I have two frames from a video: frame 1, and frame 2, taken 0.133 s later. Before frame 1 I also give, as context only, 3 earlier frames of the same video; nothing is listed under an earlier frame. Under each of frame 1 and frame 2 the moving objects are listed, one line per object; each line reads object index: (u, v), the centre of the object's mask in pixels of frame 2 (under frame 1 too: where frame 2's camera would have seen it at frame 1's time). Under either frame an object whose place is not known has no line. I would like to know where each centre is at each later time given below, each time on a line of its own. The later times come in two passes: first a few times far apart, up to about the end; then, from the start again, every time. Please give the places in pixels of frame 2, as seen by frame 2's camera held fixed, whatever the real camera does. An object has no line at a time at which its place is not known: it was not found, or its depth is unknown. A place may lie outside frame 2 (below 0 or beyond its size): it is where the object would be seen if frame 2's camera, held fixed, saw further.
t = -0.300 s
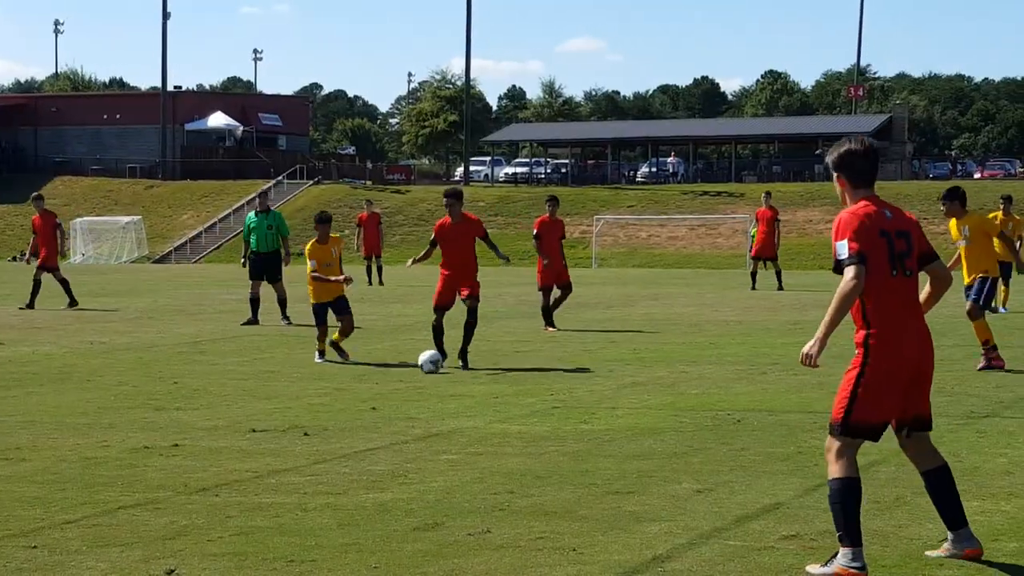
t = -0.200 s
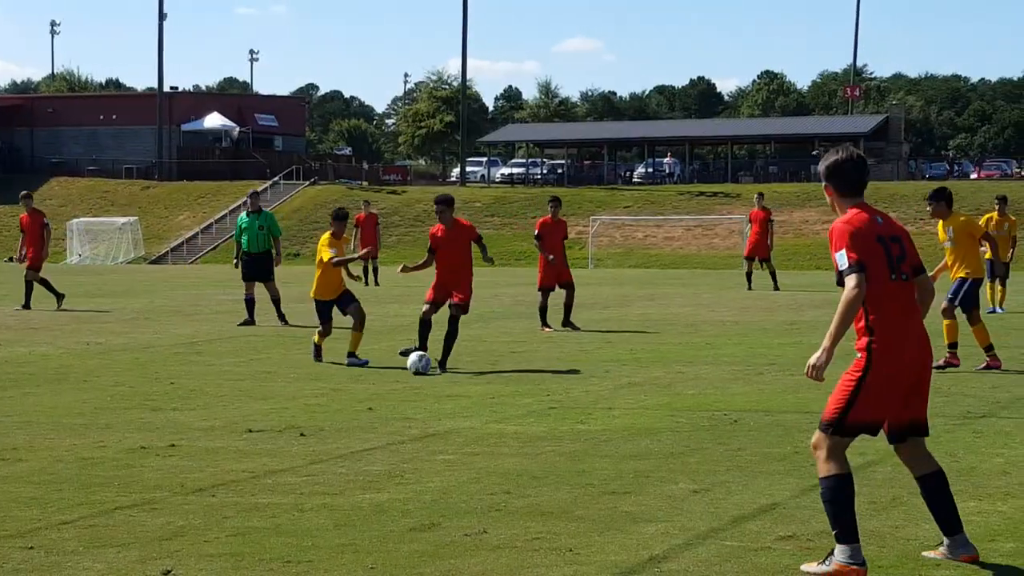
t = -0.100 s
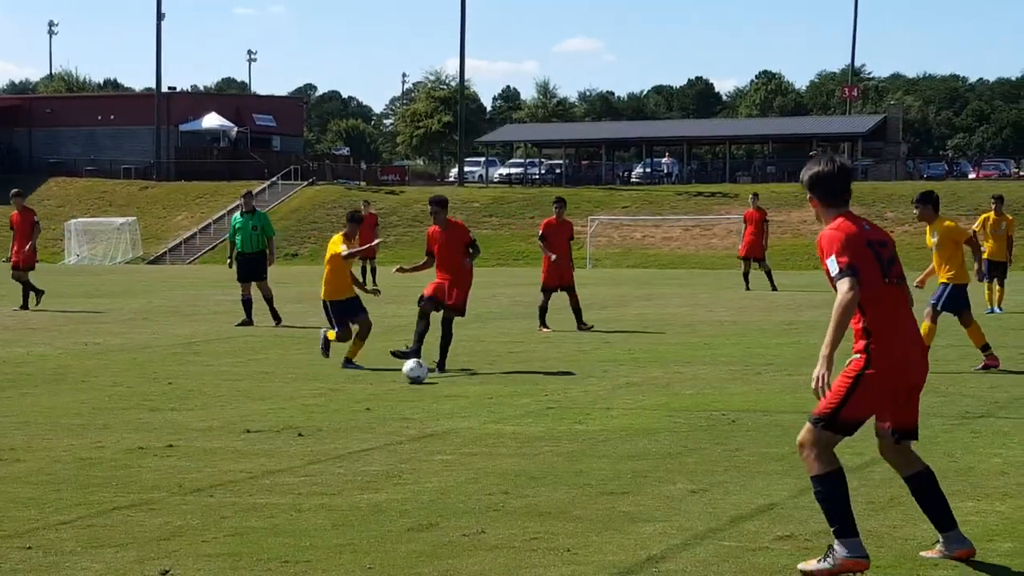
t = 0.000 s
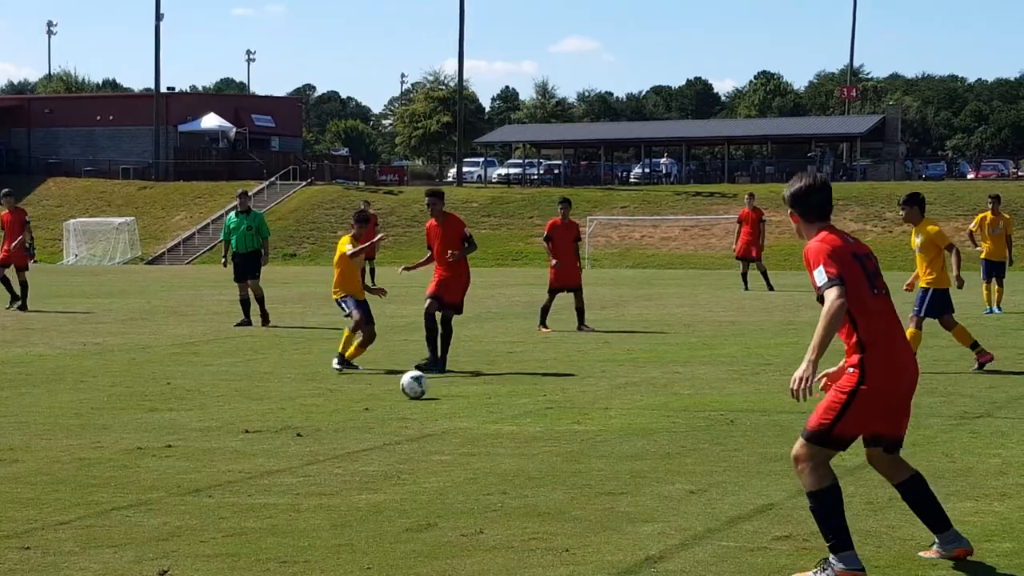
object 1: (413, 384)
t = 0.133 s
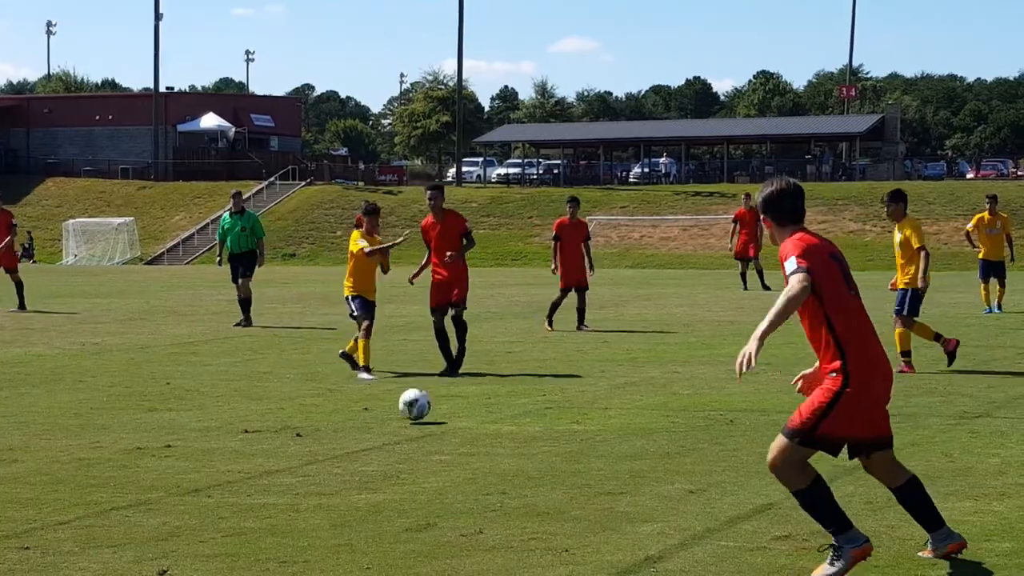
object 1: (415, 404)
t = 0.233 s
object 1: (415, 429)
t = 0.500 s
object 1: (412, 493)
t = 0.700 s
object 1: (409, 561)
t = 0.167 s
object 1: (415, 411)
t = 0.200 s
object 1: (415, 420)
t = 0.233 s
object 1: (415, 429)
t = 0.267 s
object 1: (415, 435)
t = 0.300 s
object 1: (415, 441)
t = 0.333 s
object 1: (414, 449)
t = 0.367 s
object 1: (414, 459)
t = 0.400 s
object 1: (414, 470)
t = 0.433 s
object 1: (413, 476)
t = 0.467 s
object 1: (412, 482)
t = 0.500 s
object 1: (412, 493)
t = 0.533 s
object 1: (411, 507)
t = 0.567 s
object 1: (410, 523)
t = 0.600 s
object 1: (410, 533)
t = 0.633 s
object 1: (409, 543)
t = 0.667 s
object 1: (409, 553)
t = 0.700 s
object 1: (409, 561)
